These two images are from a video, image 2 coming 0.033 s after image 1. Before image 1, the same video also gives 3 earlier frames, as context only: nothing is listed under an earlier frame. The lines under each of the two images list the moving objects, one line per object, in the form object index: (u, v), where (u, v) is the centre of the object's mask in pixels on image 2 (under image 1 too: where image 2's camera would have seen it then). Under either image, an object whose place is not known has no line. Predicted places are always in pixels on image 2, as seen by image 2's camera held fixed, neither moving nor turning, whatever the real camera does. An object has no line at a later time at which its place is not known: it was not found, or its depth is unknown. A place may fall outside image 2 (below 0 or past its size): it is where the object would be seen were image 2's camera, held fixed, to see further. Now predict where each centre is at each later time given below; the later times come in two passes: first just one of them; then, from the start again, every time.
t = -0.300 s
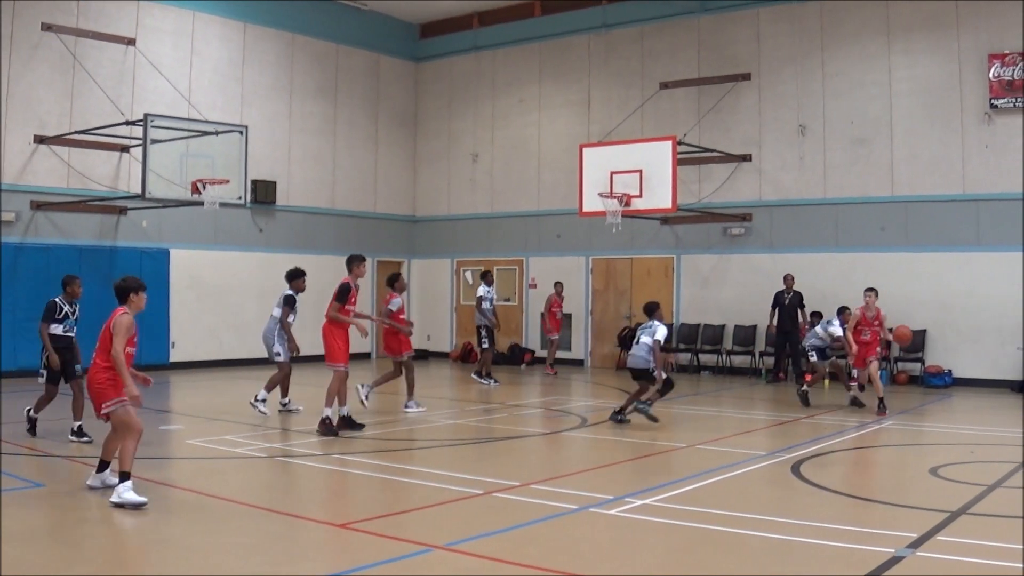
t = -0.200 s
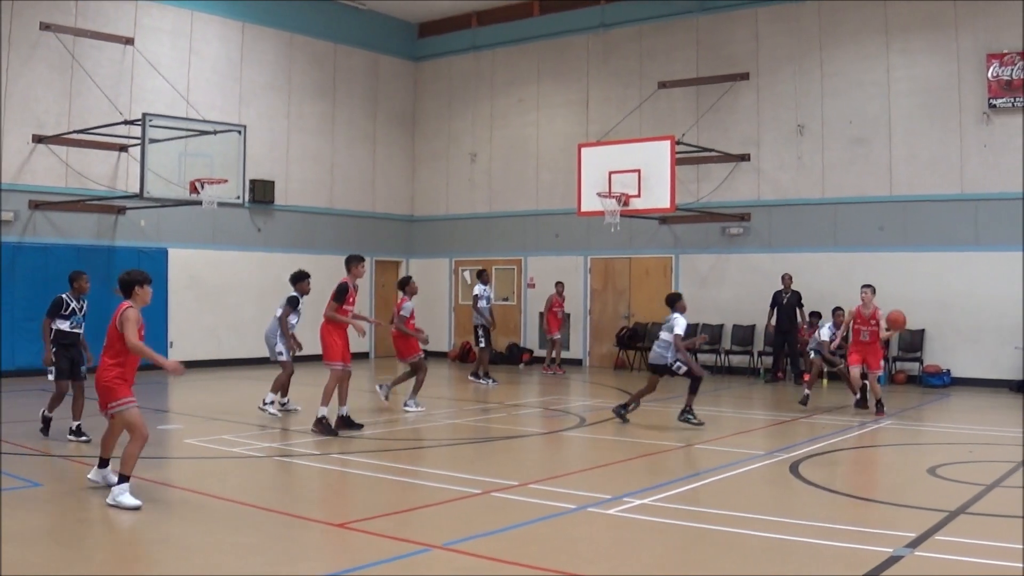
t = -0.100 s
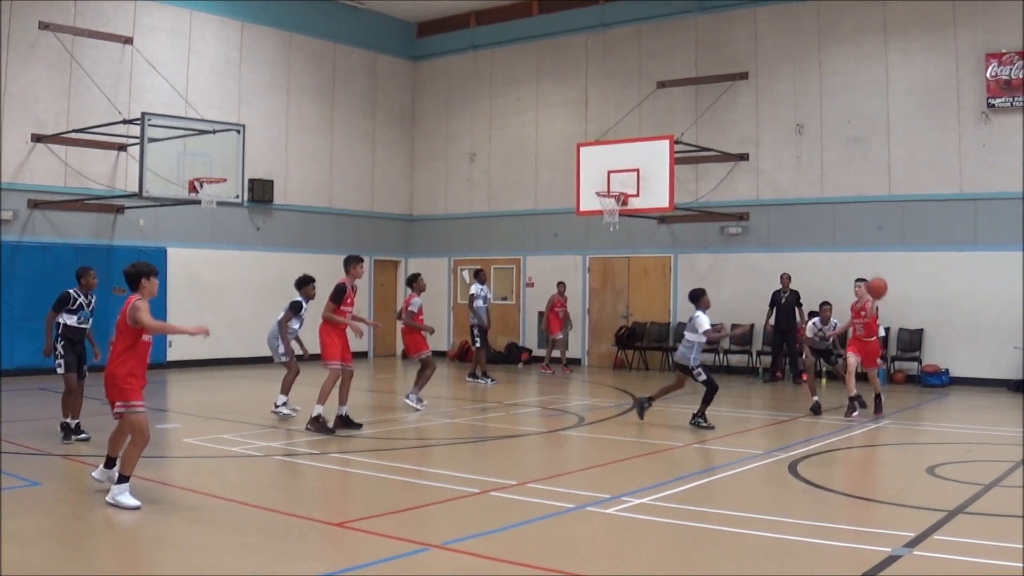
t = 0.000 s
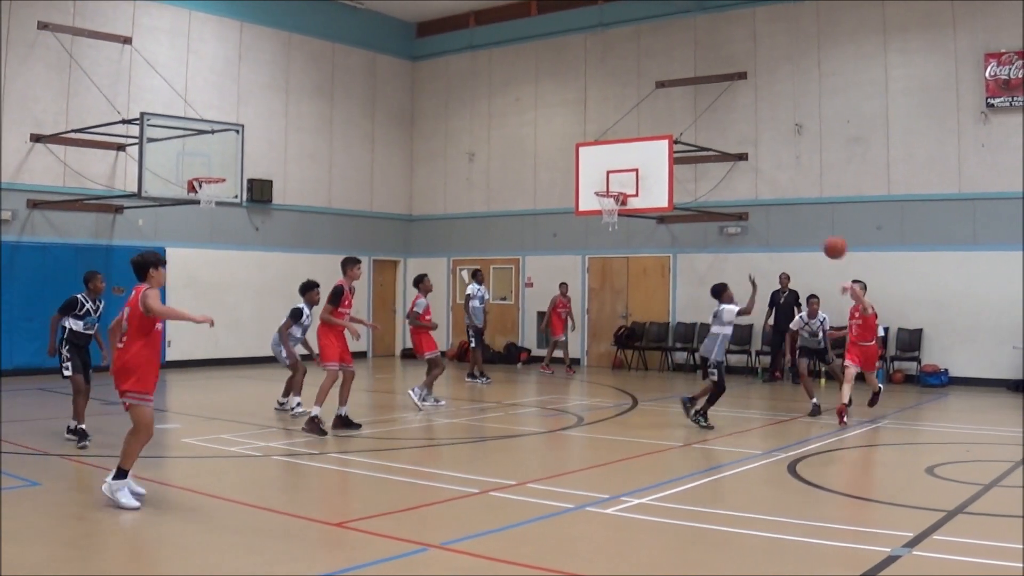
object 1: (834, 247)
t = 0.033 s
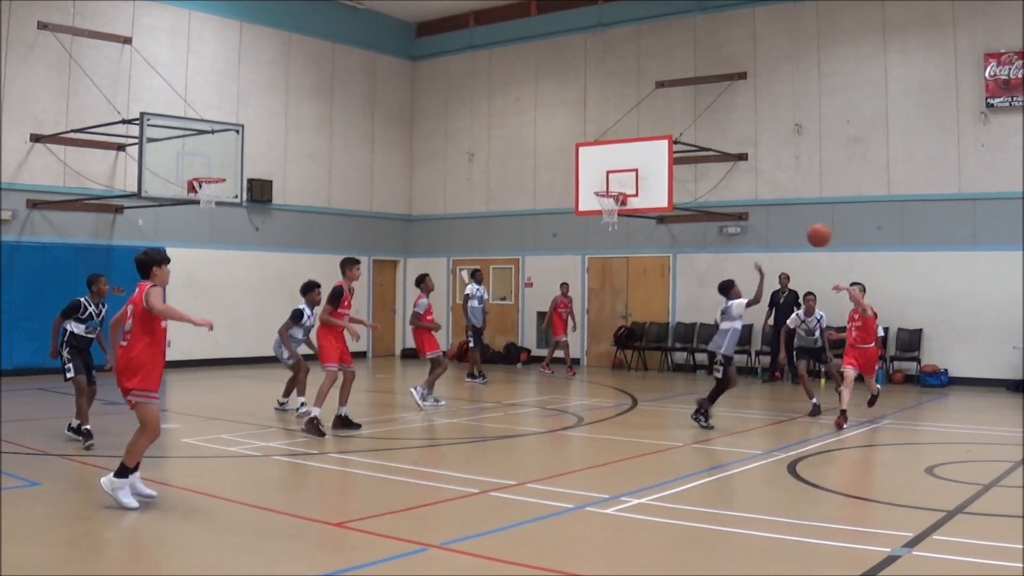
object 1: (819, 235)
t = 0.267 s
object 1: (684, 166)
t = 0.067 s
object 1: (802, 223)
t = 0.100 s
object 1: (785, 212)
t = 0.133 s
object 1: (766, 201)
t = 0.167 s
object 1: (747, 191)
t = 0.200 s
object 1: (727, 182)
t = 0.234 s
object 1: (706, 173)
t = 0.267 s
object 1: (684, 166)
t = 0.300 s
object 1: (660, 159)
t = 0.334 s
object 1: (636, 153)
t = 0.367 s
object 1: (610, 148)
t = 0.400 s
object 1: (581, 143)
